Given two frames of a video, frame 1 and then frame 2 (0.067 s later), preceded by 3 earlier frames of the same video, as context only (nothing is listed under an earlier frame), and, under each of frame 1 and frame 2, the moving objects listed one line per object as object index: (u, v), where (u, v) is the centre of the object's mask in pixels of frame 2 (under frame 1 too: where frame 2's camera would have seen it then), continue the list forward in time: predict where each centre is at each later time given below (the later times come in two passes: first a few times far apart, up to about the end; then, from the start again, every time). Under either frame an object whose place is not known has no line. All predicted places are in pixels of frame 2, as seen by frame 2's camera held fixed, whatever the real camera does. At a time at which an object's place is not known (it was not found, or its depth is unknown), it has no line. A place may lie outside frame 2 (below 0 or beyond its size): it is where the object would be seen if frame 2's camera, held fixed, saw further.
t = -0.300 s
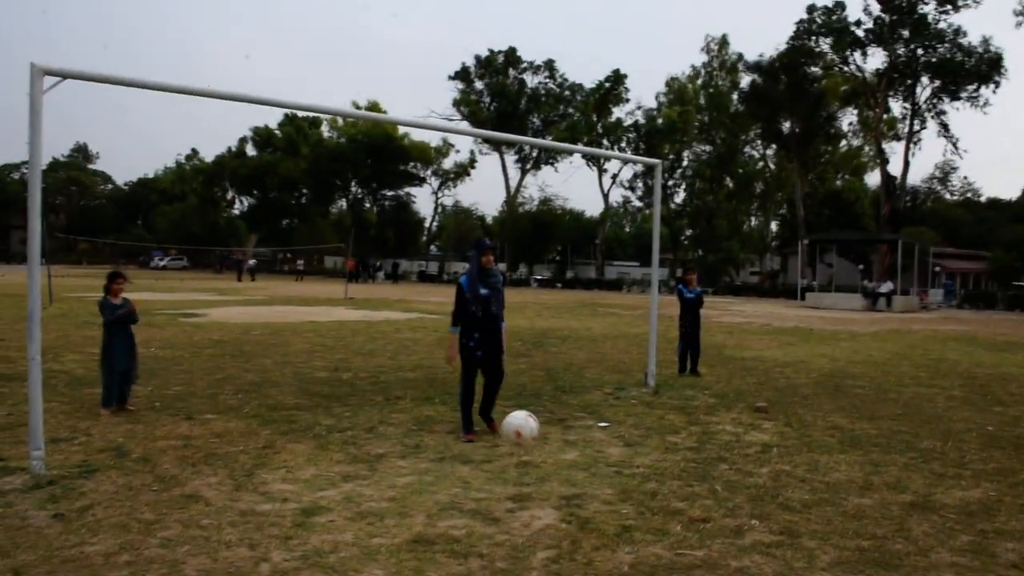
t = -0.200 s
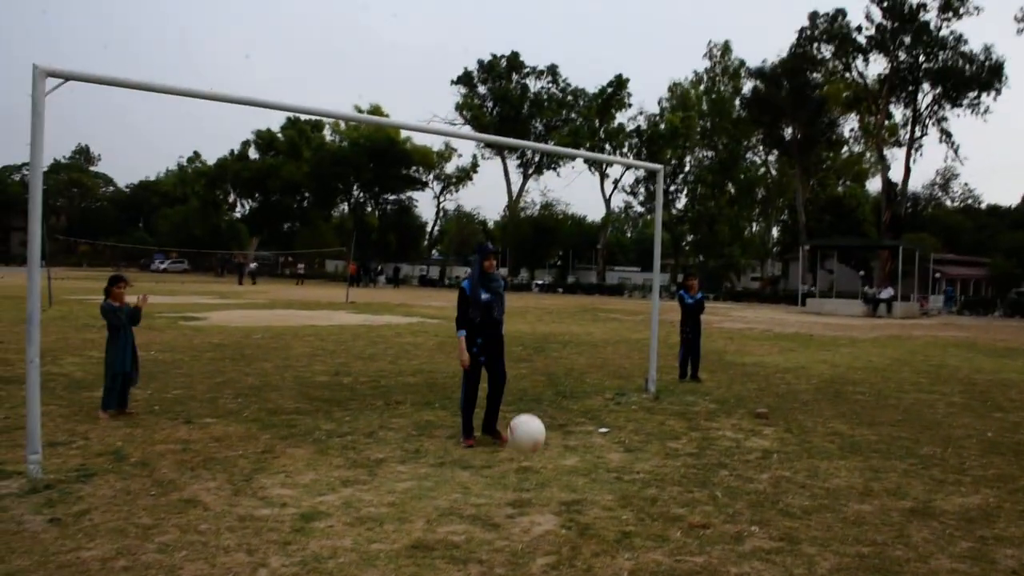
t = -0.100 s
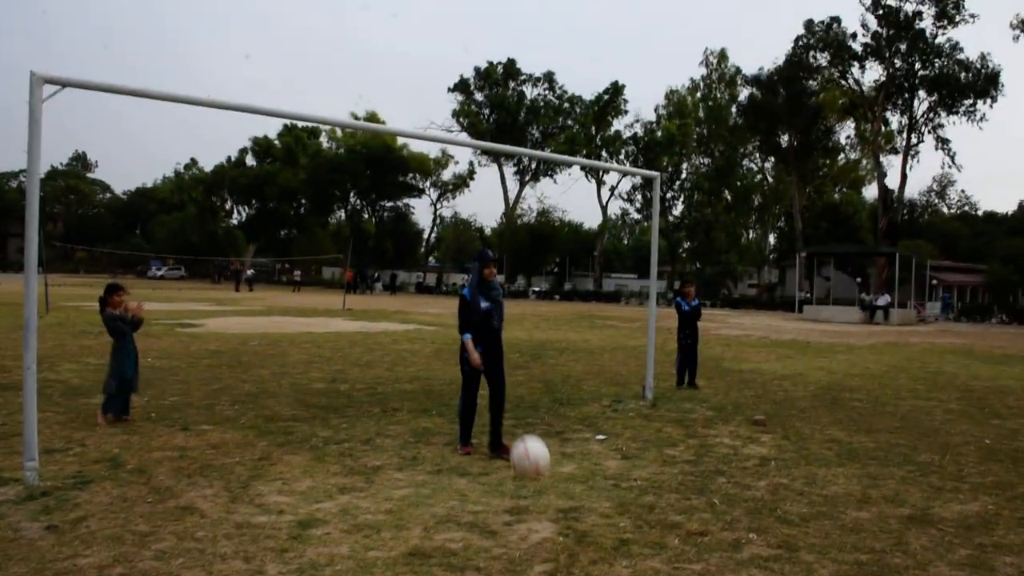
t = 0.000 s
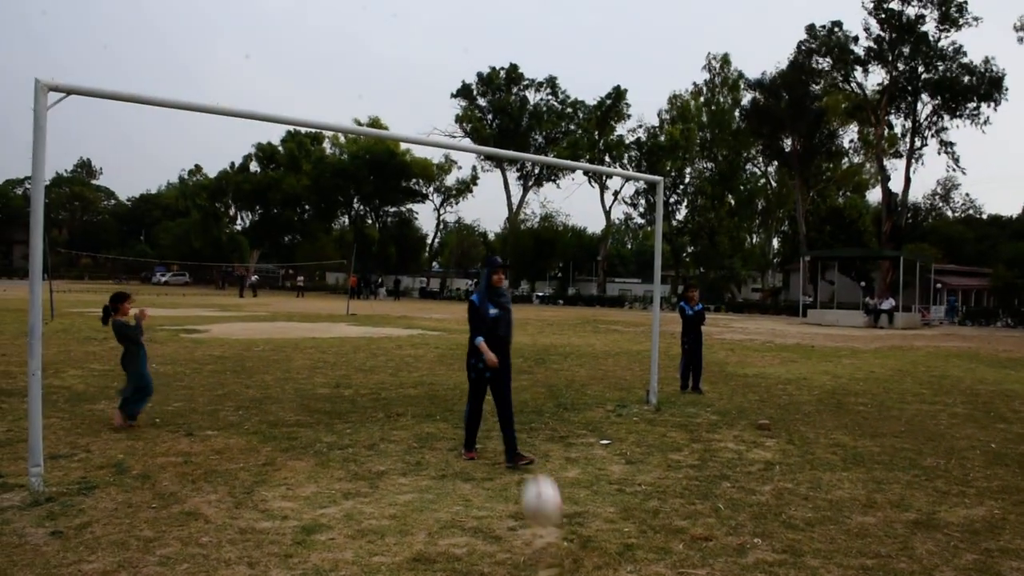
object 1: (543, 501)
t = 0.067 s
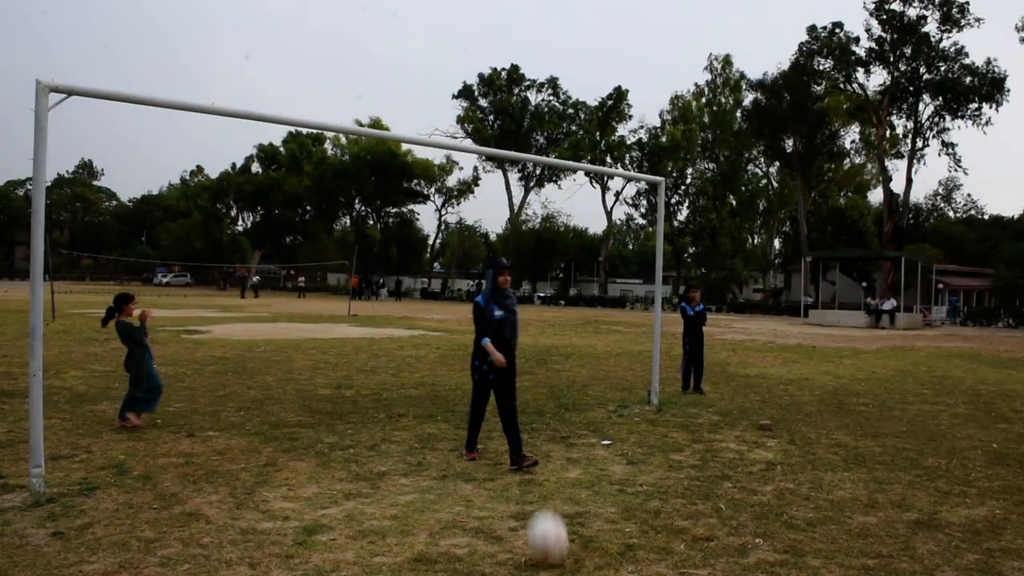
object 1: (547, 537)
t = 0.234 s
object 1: (560, 520)
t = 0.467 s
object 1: (580, 556)
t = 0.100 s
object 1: (550, 544)
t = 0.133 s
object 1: (553, 534)
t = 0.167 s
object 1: (555, 528)
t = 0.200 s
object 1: (557, 523)
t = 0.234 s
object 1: (560, 520)
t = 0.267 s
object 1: (562, 519)
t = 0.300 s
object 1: (565, 520)
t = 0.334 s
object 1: (567, 523)
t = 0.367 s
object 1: (571, 528)
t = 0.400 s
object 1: (573, 536)
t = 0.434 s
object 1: (576, 547)
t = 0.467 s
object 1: (580, 556)
